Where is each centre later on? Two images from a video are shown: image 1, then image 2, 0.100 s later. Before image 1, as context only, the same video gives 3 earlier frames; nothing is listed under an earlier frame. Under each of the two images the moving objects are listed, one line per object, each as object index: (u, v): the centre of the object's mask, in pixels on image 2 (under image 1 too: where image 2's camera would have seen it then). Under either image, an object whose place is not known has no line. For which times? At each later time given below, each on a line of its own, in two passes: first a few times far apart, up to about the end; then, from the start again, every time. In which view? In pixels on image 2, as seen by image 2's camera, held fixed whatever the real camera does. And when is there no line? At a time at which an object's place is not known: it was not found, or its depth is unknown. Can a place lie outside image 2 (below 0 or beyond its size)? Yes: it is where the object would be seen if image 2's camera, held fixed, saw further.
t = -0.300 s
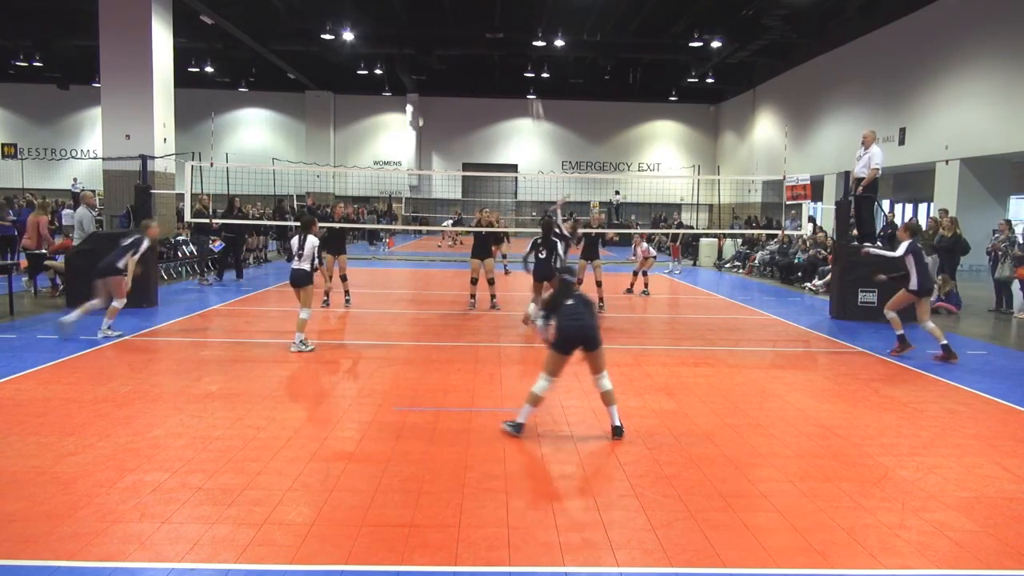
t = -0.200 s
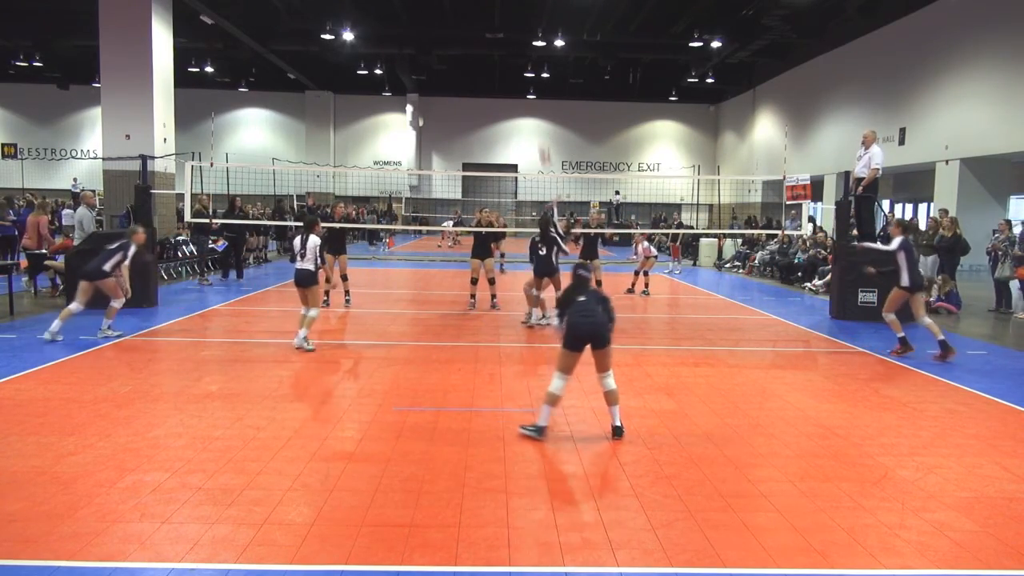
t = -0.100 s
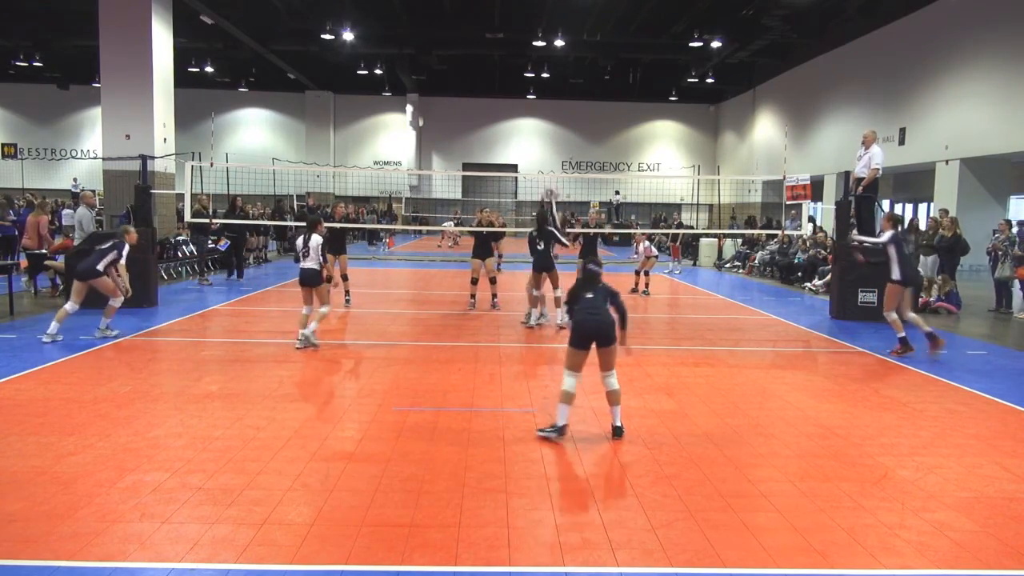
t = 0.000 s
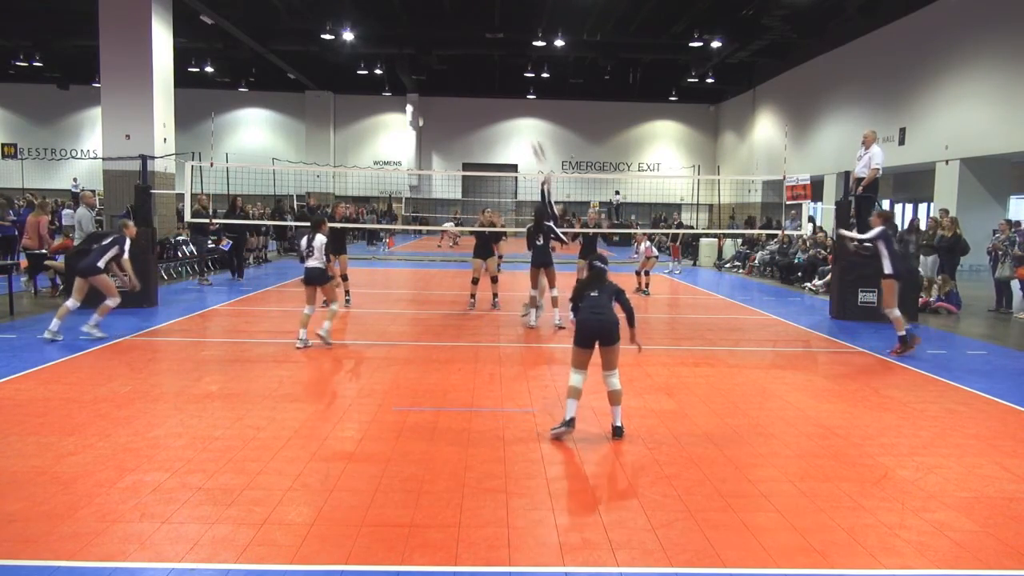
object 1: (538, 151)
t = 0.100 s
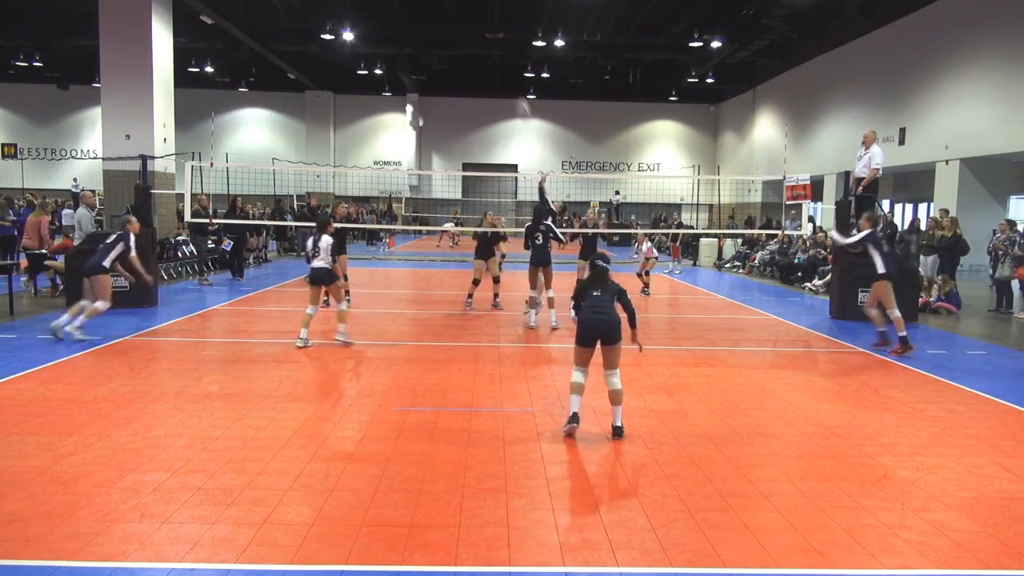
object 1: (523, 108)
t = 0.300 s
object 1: (490, 50)
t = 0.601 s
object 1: (443, 11)
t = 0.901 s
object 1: (394, 37)
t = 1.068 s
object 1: (365, 82)
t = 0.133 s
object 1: (517, 96)
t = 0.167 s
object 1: (512, 87)
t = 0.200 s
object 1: (507, 76)
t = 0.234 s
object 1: (502, 67)
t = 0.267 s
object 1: (496, 59)
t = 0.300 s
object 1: (490, 50)
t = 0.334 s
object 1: (485, 43)
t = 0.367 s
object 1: (480, 36)
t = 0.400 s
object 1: (475, 30)
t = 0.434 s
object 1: (470, 25)
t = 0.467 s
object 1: (464, 21)
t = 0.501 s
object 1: (459, 17)
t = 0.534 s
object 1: (453, 15)
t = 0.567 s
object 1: (448, 13)
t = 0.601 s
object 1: (443, 11)
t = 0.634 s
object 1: (437, 11)
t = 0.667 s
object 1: (432, 12)
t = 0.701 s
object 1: (426, 13)
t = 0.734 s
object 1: (421, 15)
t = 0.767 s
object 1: (415, 18)
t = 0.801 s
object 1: (410, 22)
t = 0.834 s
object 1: (404, 27)
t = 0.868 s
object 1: (399, 32)
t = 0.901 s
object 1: (394, 37)
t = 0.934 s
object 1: (388, 43)
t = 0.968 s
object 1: (382, 52)
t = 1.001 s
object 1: (377, 59)
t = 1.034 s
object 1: (372, 69)
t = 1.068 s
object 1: (365, 82)
